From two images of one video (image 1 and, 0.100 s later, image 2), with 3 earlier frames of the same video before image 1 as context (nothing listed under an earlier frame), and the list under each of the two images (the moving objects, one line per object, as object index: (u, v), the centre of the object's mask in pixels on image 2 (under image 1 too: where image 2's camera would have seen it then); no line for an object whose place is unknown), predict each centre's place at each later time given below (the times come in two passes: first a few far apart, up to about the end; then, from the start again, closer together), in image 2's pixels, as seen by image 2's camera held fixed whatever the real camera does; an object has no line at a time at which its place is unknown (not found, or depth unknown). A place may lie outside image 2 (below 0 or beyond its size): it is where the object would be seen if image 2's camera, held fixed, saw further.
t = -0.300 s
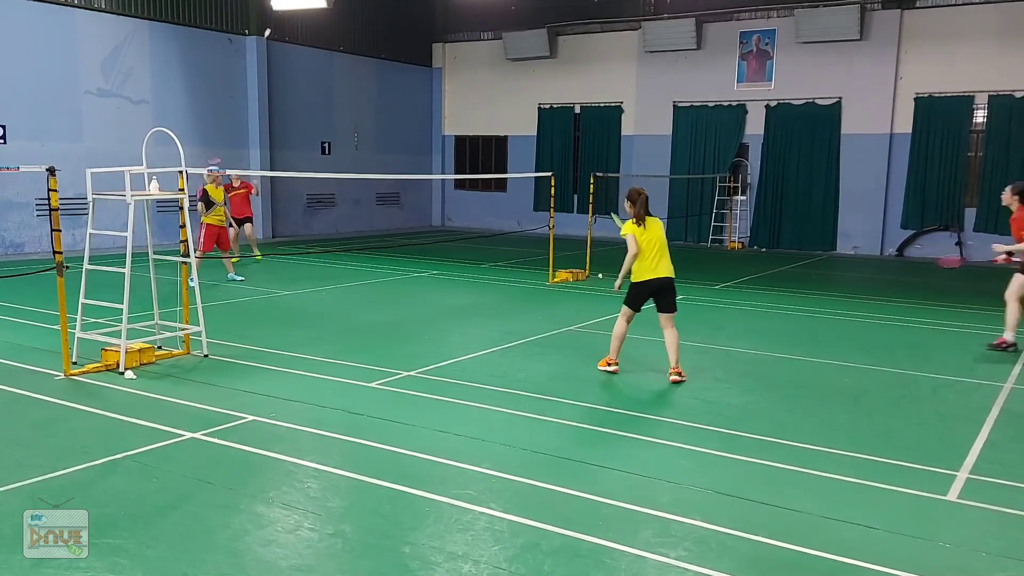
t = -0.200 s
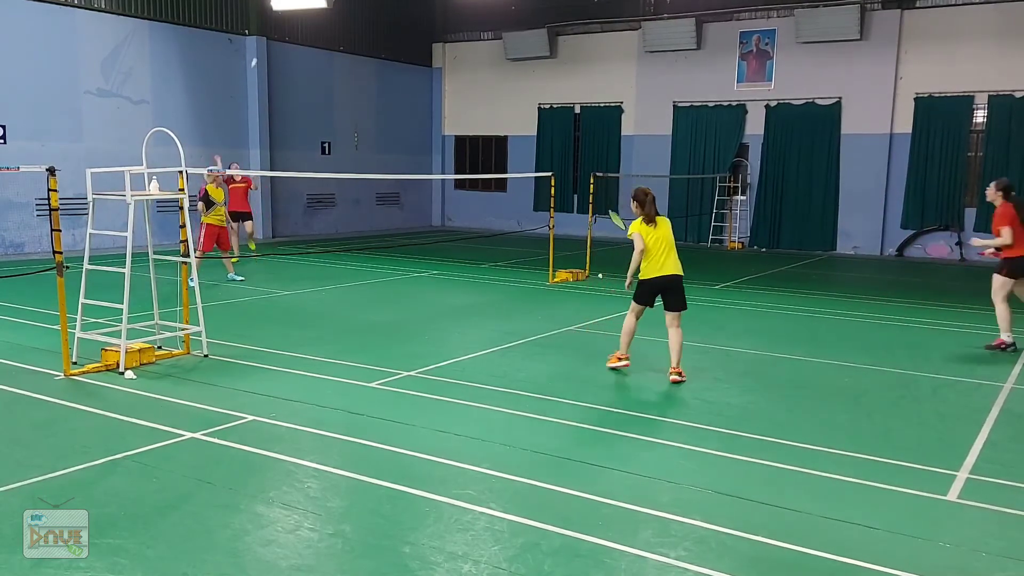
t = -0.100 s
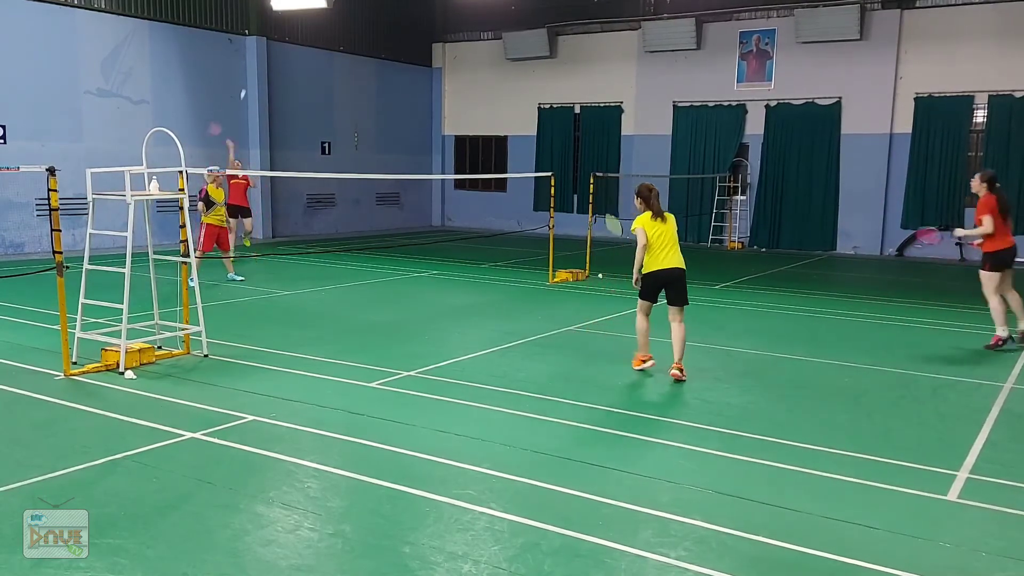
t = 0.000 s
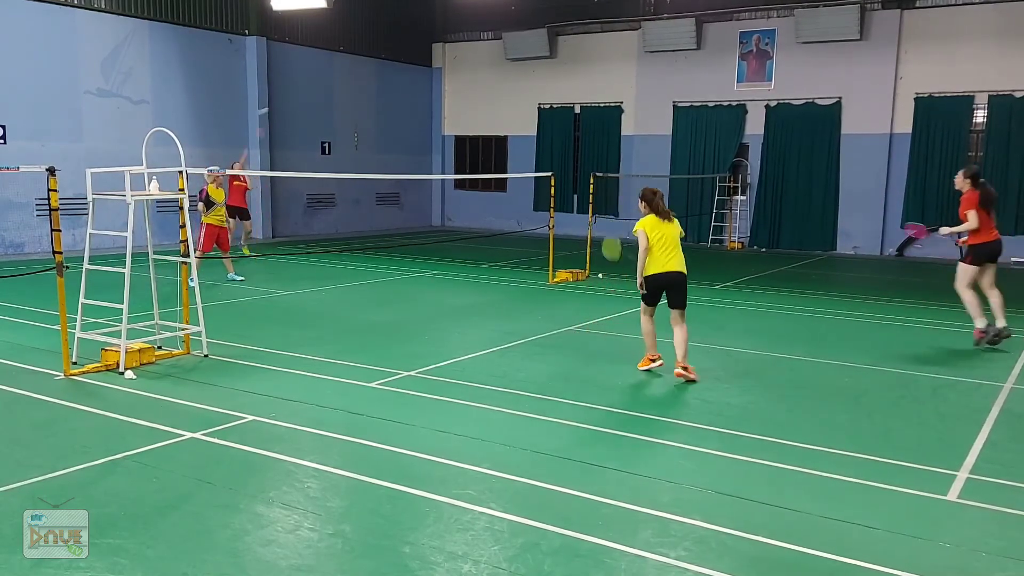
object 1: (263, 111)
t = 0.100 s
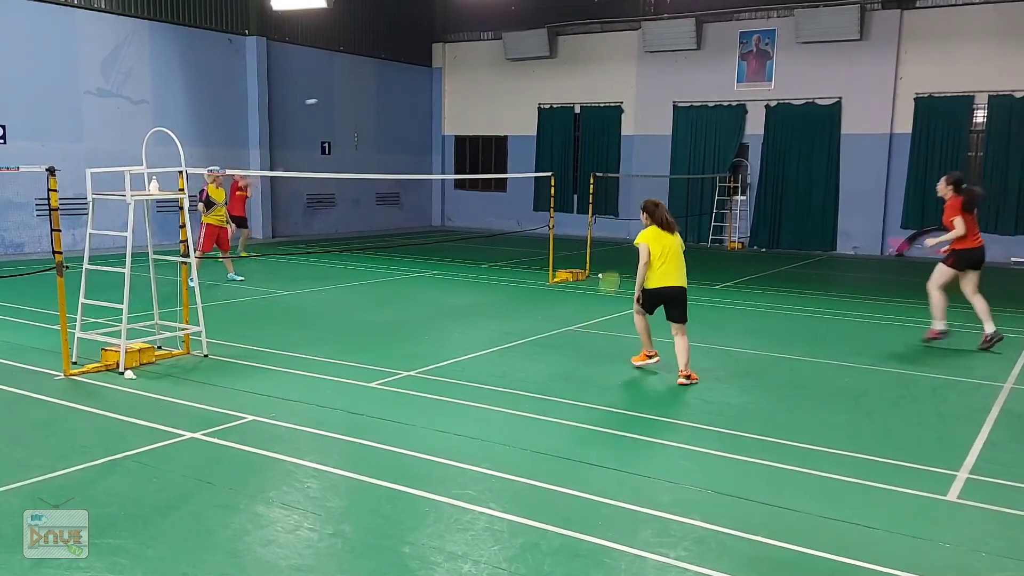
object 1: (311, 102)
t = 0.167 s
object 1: (340, 100)
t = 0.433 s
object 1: (441, 123)
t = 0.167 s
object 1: (340, 100)
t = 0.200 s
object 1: (354, 100)
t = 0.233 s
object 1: (368, 100)
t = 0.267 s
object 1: (381, 102)
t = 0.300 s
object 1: (394, 105)
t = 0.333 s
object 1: (406, 108)
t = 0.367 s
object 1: (418, 112)
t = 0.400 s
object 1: (430, 117)
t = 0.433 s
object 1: (441, 123)
